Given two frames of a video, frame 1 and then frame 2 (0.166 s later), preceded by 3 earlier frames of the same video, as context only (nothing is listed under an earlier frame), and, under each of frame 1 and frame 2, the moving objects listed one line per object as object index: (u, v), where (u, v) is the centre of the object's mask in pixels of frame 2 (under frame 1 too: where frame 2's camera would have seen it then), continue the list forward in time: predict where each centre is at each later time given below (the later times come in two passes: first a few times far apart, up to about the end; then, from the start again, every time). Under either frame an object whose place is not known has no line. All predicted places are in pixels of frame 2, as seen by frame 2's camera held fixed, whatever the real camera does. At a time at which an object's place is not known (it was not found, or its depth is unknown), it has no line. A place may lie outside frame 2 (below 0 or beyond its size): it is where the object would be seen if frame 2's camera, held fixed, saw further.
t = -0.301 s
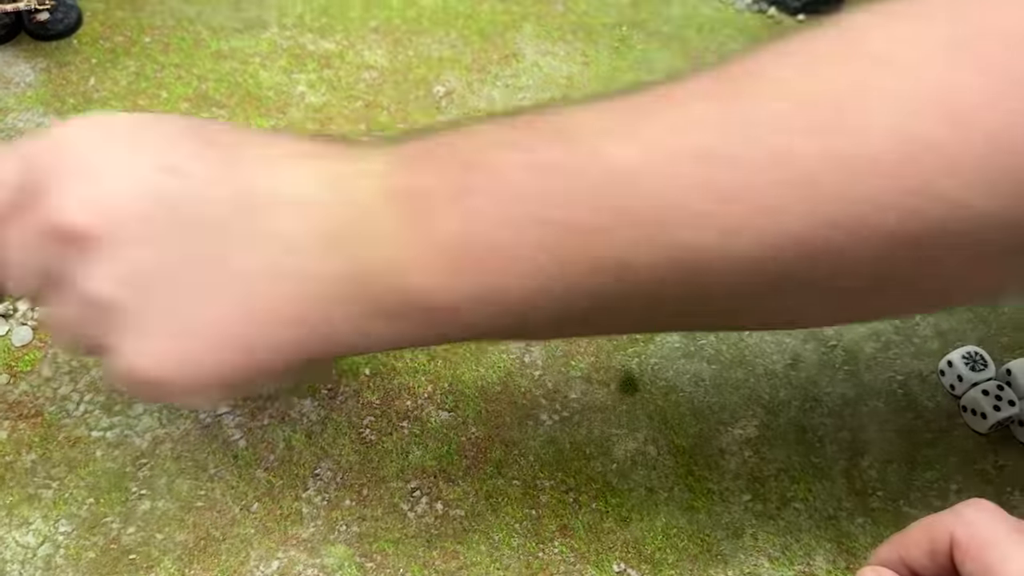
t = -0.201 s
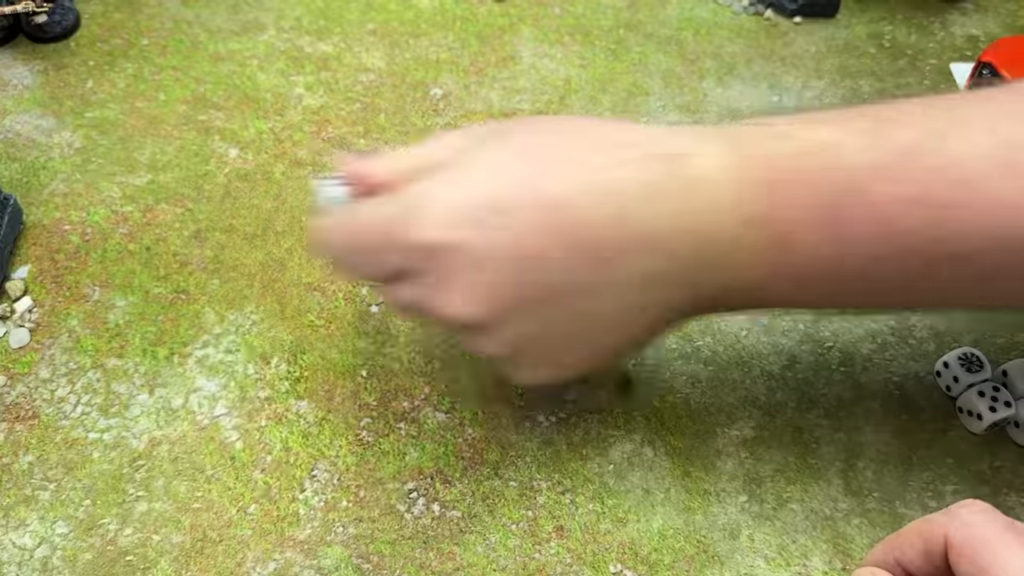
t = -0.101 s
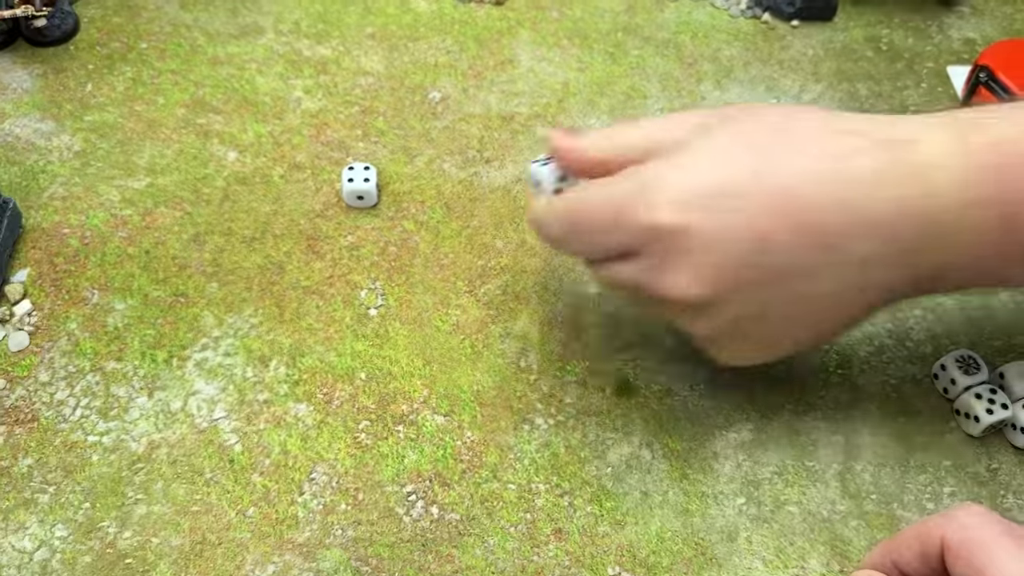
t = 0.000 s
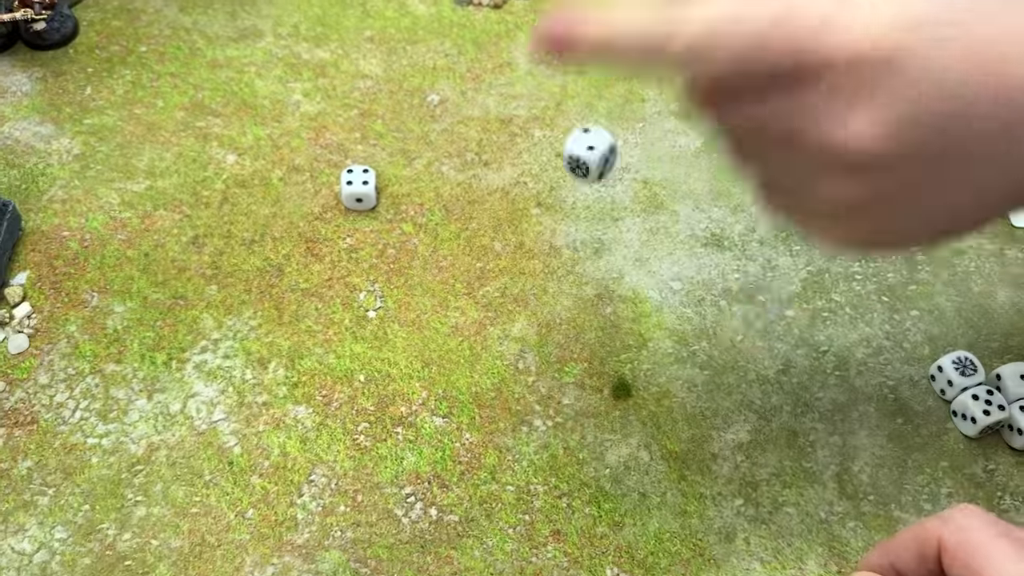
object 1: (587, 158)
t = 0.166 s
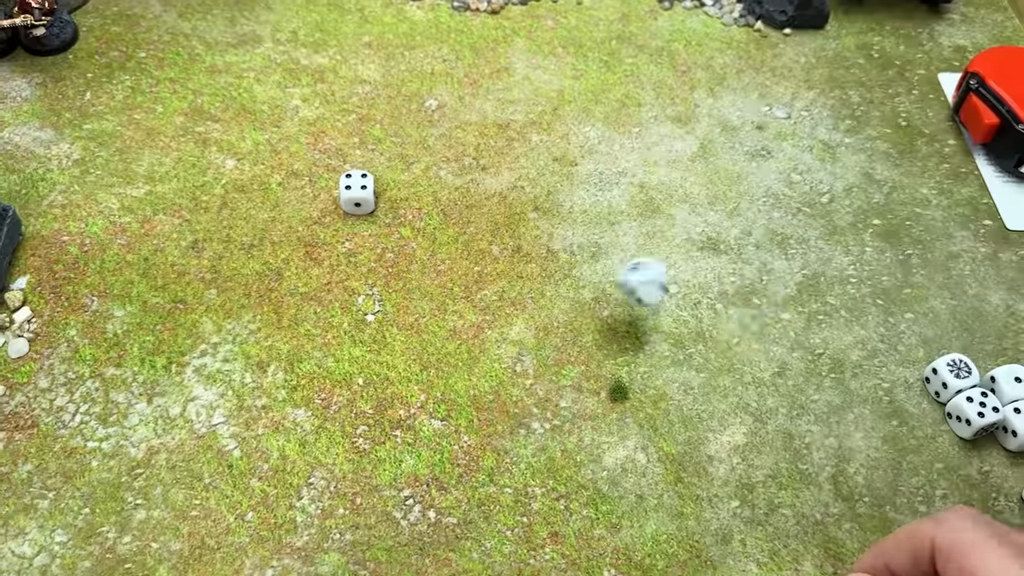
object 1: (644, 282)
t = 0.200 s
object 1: (675, 288)
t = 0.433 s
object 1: (847, 299)
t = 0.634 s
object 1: (904, 287)
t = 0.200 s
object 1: (675, 288)
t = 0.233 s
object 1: (701, 311)
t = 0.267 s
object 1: (731, 306)
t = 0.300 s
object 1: (757, 300)
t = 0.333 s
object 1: (776, 311)
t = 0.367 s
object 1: (800, 312)
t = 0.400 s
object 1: (826, 302)
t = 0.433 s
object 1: (847, 299)
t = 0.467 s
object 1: (864, 298)
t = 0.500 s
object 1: (882, 299)
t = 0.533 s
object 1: (894, 292)
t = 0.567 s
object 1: (900, 287)
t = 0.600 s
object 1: (903, 287)
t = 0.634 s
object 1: (904, 287)
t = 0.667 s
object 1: (904, 287)
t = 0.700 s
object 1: (904, 287)
